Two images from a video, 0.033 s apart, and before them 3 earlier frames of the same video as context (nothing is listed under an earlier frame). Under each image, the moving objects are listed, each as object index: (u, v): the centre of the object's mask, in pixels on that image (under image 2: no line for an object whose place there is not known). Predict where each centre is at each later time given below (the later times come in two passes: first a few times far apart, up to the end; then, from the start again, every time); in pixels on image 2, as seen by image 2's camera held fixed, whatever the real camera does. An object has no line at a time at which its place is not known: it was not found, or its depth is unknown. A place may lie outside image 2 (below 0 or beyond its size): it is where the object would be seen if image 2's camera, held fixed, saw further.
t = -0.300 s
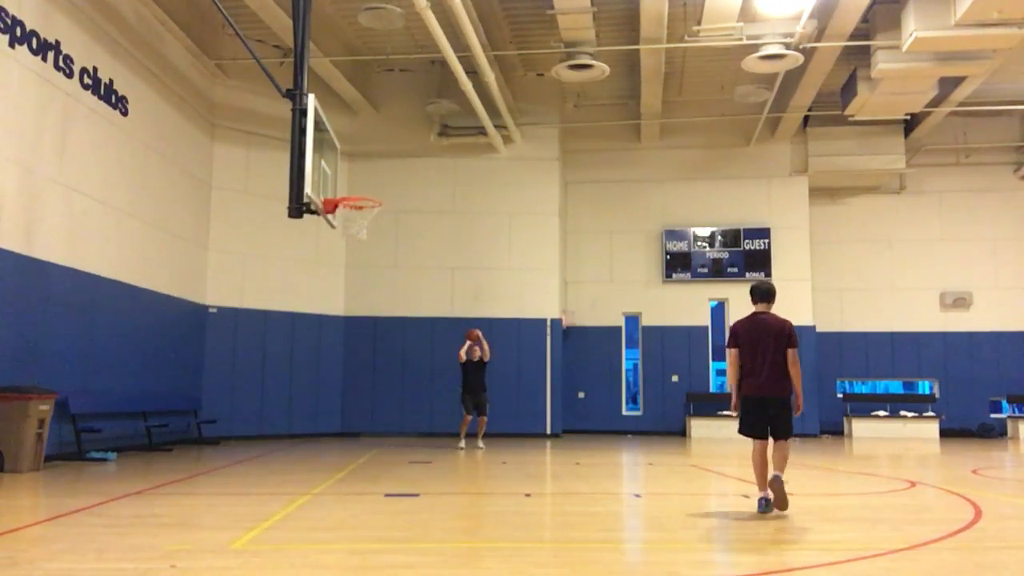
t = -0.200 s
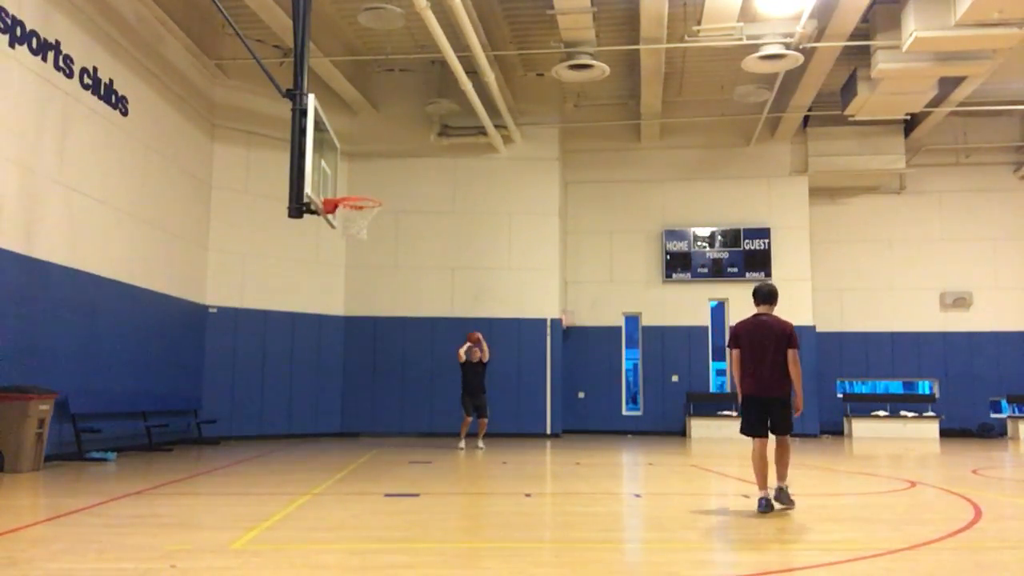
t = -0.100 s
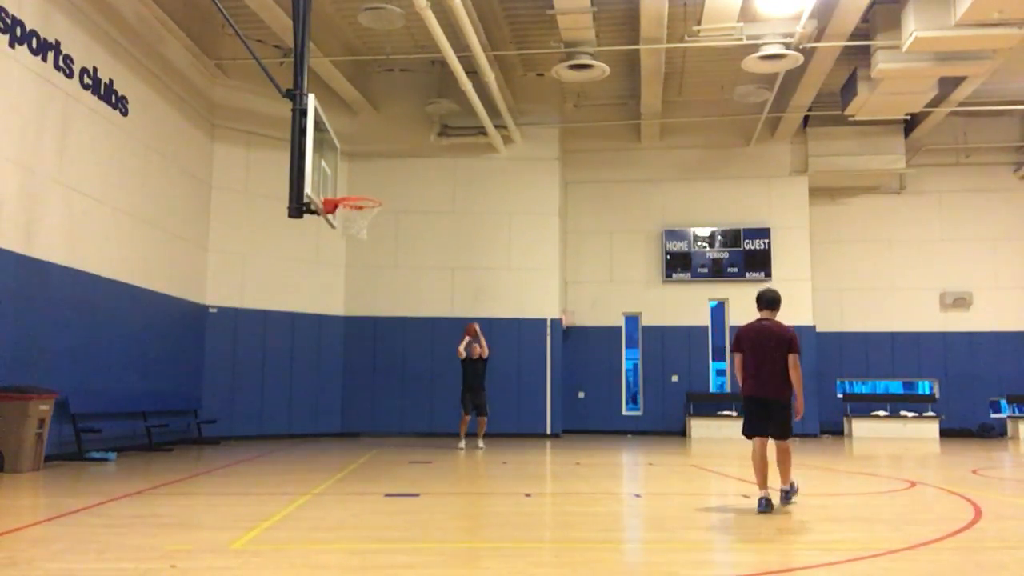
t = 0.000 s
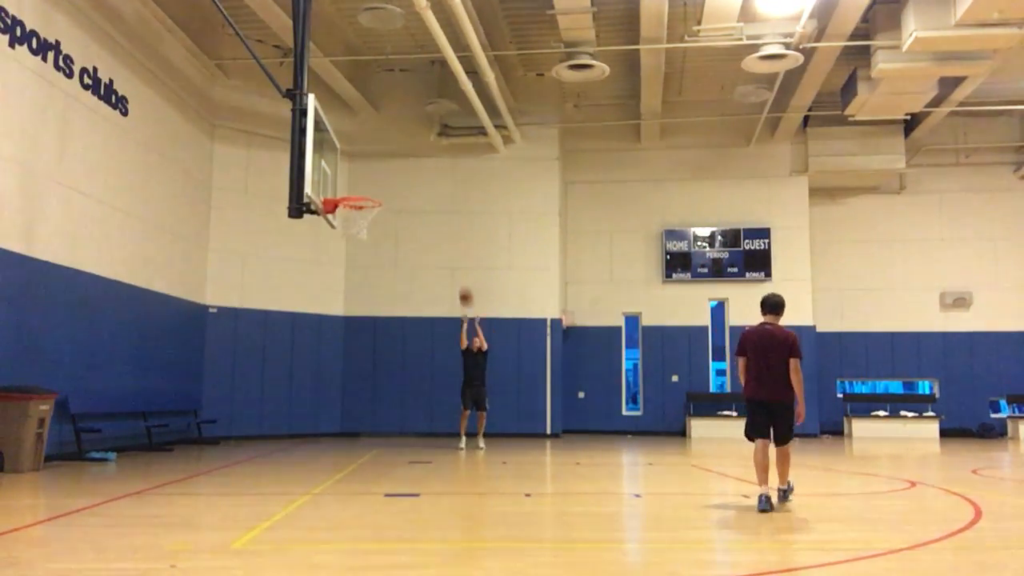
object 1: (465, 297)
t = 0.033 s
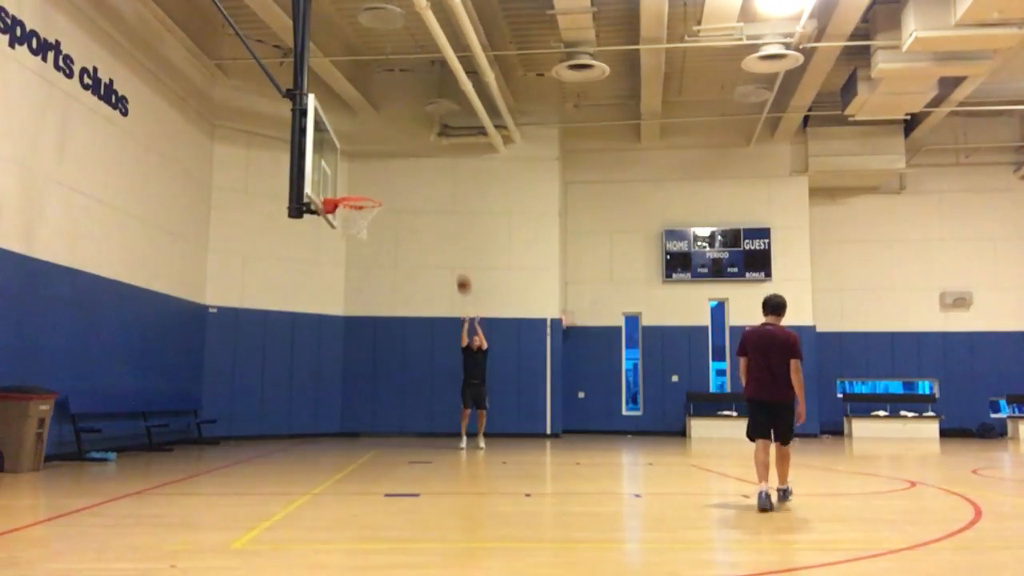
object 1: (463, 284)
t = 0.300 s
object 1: (444, 202)
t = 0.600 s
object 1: (418, 152)
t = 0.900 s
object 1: (386, 160)
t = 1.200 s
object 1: (352, 226)
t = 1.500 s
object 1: (336, 310)
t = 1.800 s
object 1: (317, 465)
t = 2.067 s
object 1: (312, 358)
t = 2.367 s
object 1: (304, 329)
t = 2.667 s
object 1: (294, 380)
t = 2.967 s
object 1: (283, 438)
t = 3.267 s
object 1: (279, 390)
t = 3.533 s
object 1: (272, 414)
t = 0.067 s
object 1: (461, 272)
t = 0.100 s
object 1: (459, 261)
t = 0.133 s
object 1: (457, 249)
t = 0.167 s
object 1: (454, 238)
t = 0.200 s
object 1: (452, 229)
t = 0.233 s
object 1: (449, 219)
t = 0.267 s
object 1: (447, 210)
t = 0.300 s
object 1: (444, 202)
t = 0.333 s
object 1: (442, 194)
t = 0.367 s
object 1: (439, 187)
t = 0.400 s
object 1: (436, 179)
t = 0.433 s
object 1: (433, 173)
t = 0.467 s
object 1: (430, 168)
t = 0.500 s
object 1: (427, 163)
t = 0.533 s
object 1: (425, 159)
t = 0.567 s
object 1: (421, 155)
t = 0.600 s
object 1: (418, 152)
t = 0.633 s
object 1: (415, 150)
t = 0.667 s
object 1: (412, 148)
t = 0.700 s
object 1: (408, 148)
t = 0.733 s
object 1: (404, 148)
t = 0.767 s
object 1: (401, 148)
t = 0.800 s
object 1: (397, 150)
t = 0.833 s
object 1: (393, 153)
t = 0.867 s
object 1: (389, 156)
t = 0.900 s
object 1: (386, 160)
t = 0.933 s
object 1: (381, 166)
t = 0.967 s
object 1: (377, 173)
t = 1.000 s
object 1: (372, 180)
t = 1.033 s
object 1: (368, 188)
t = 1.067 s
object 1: (364, 198)
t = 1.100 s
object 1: (359, 209)
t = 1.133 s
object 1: (354, 220)
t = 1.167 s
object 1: (353, 223)
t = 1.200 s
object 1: (352, 226)
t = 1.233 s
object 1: (350, 232)
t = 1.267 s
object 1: (348, 238)
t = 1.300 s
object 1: (347, 246)
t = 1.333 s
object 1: (345, 253)
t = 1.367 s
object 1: (343, 263)
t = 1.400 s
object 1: (341, 273)
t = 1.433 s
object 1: (340, 284)
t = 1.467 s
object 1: (338, 296)
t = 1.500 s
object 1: (336, 310)
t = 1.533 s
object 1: (333, 327)
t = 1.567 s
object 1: (332, 343)
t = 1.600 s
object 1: (330, 359)
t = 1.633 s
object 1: (328, 376)
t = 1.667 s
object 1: (326, 397)
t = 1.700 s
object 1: (323, 418)
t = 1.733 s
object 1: (321, 437)
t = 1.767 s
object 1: (318, 465)
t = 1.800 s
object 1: (317, 465)
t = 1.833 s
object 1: (316, 445)
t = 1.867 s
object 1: (316, 429)
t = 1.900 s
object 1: (316, 415)
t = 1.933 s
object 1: (315, 401)
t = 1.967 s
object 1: (314, 388)
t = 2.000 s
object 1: (313, 377)
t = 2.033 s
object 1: (312, 368)
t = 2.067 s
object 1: (312, 358)
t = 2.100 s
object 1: (311, 351)
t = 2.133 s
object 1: (310, 344)
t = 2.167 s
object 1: (310, 339)
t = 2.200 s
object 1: (309, 334)
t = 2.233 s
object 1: (308, 331)
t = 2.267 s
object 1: (307, 329)
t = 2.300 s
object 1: (306, 328)
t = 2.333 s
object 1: (305, 328)
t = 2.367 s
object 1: (304, 329)
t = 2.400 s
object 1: (304, 331)
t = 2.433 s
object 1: (302, 333)
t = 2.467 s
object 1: (301, 337)
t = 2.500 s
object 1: (300, 342)
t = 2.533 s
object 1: (299, 348)
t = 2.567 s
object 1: (297, 354)
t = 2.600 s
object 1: (298, 362)
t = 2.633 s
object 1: (295, 370)
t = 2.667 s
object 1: (294, 380)
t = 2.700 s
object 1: (293, 391)
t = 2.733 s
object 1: (291, 403)
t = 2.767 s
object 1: (290, 416)
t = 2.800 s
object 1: (289, 429)
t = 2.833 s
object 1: (285, 445)
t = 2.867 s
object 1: (284, 461)
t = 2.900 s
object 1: (284, 462)
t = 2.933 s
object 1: (283, 449)
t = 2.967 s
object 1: (283, 438)
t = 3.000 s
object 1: (283, 429)
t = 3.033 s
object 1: (283, 420)
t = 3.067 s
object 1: (283, 412)
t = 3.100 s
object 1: (282, 406)
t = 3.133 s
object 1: (281, 400)
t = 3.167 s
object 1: (281, 396)
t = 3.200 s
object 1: (280, 393)
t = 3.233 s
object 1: (280, 391)
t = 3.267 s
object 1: (279, 390)
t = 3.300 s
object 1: (278, 389)
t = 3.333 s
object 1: (277, 390)
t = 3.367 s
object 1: (277, 391)
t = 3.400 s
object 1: (276, 394)
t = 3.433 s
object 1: (275, 398)
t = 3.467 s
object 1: (274, 402)
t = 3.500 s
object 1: (273, 408)
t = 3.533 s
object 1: (272, 414)
